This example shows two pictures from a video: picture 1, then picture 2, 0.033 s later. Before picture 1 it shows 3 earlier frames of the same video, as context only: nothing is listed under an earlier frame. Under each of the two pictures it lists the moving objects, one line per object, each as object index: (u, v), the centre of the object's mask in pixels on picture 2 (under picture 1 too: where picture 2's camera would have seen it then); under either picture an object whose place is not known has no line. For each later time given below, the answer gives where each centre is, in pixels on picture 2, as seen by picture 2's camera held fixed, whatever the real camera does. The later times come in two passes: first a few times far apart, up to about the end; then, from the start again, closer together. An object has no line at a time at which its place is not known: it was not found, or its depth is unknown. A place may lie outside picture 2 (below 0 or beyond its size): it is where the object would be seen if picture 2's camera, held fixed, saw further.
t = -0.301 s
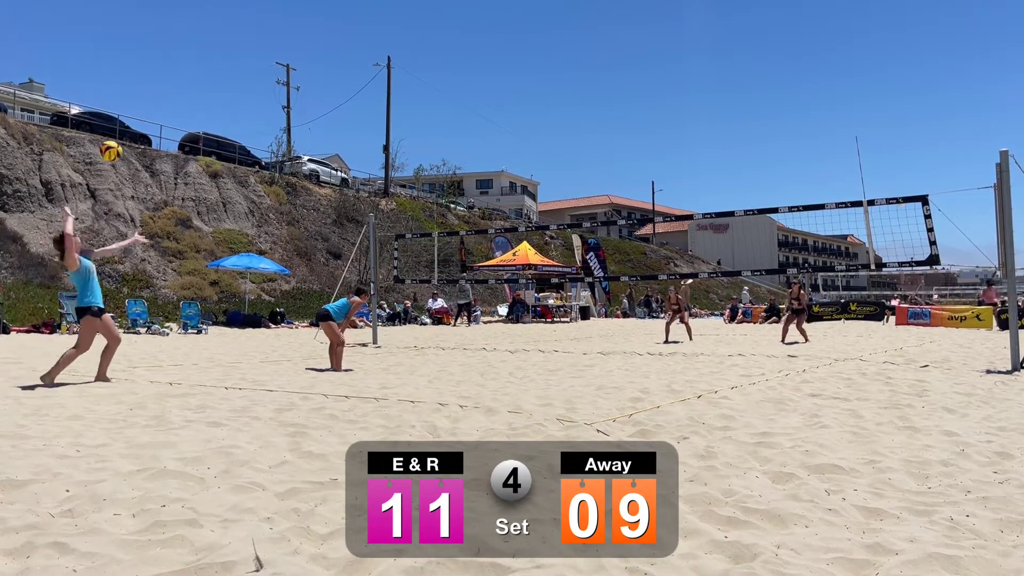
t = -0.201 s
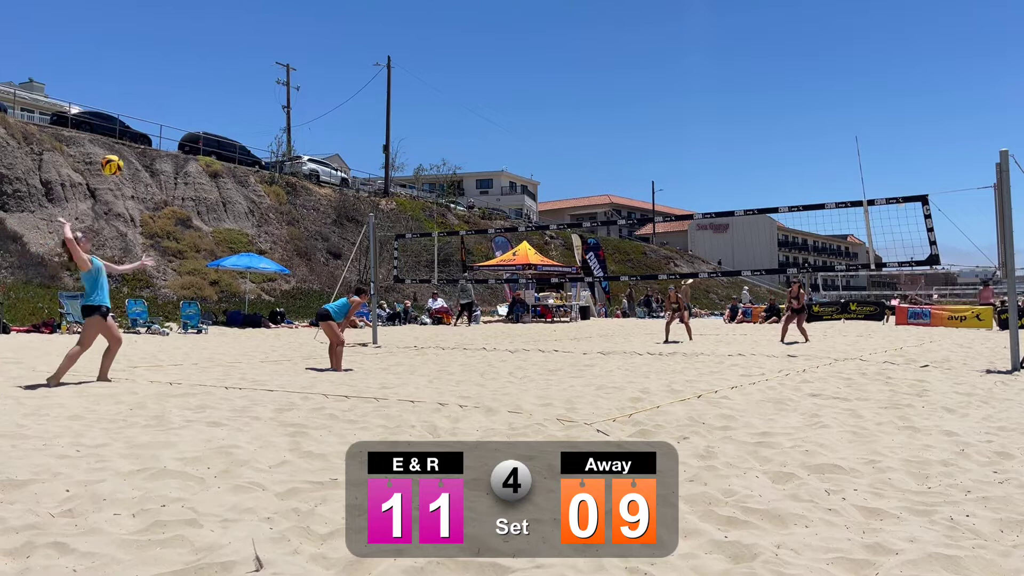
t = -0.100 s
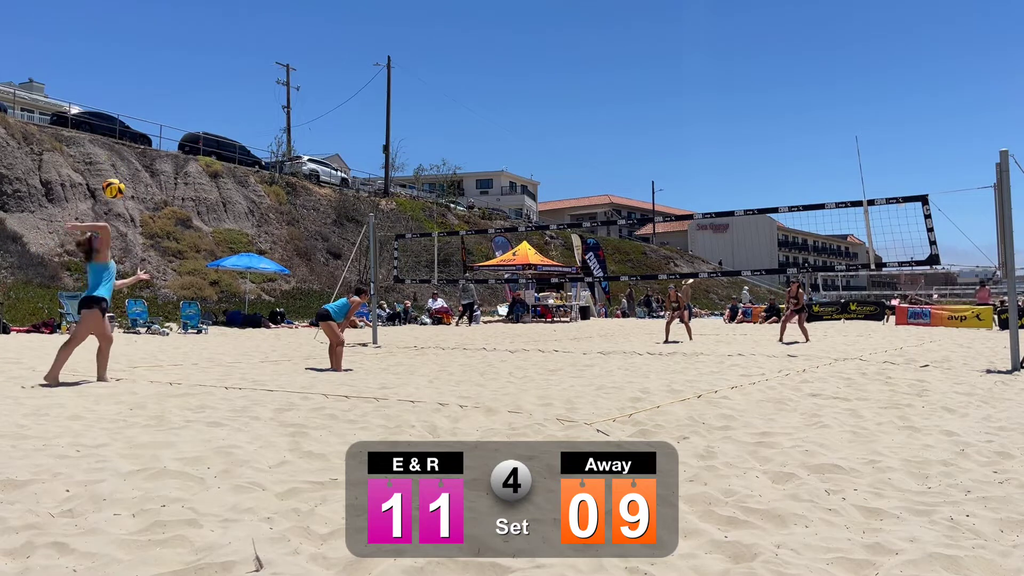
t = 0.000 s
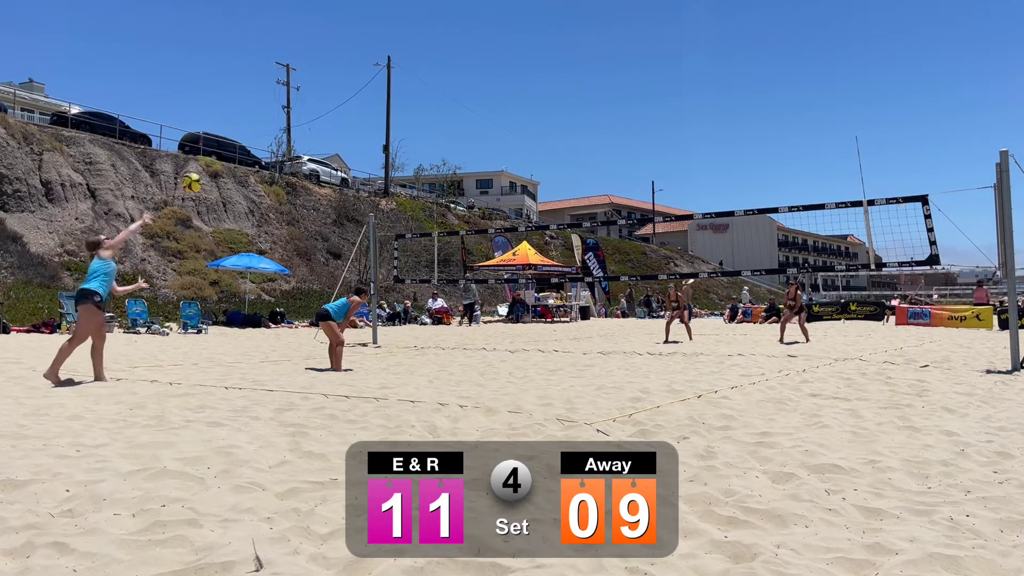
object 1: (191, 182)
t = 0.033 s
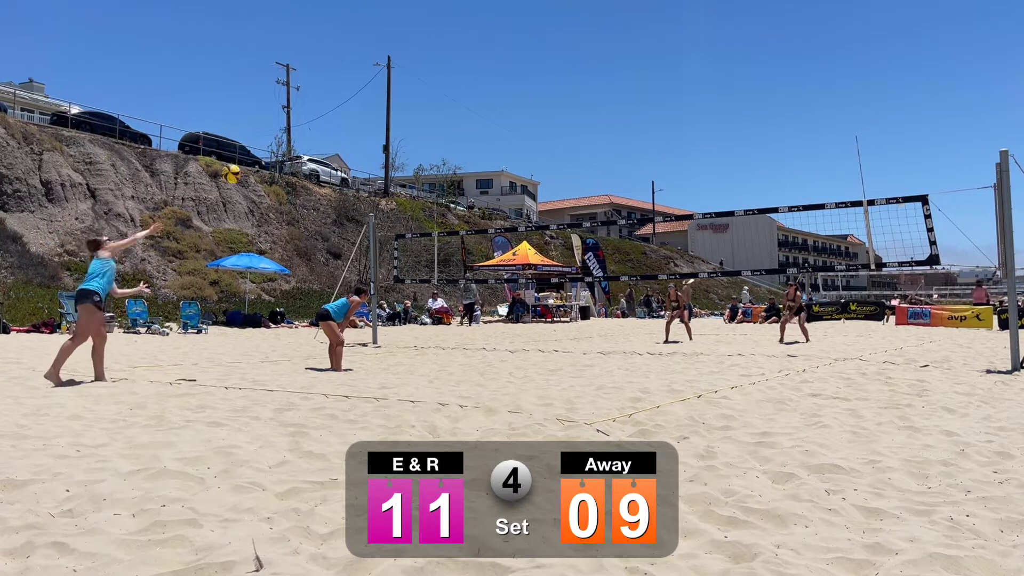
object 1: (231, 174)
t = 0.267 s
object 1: (452, 147)
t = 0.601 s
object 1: (654, 181)
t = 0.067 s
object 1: (269, 166)
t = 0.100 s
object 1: (303, 160)
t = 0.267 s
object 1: (452, 147)
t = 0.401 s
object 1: (545, 154)
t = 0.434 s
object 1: (566, 157)
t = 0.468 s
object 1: (585, 161)
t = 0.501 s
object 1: (603, 166)
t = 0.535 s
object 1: (621, 171)
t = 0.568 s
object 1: (638, 176)
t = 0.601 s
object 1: (654, 181)
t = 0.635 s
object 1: (670, 188)
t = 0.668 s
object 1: (684, 195)
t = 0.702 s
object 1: (698, 202)
